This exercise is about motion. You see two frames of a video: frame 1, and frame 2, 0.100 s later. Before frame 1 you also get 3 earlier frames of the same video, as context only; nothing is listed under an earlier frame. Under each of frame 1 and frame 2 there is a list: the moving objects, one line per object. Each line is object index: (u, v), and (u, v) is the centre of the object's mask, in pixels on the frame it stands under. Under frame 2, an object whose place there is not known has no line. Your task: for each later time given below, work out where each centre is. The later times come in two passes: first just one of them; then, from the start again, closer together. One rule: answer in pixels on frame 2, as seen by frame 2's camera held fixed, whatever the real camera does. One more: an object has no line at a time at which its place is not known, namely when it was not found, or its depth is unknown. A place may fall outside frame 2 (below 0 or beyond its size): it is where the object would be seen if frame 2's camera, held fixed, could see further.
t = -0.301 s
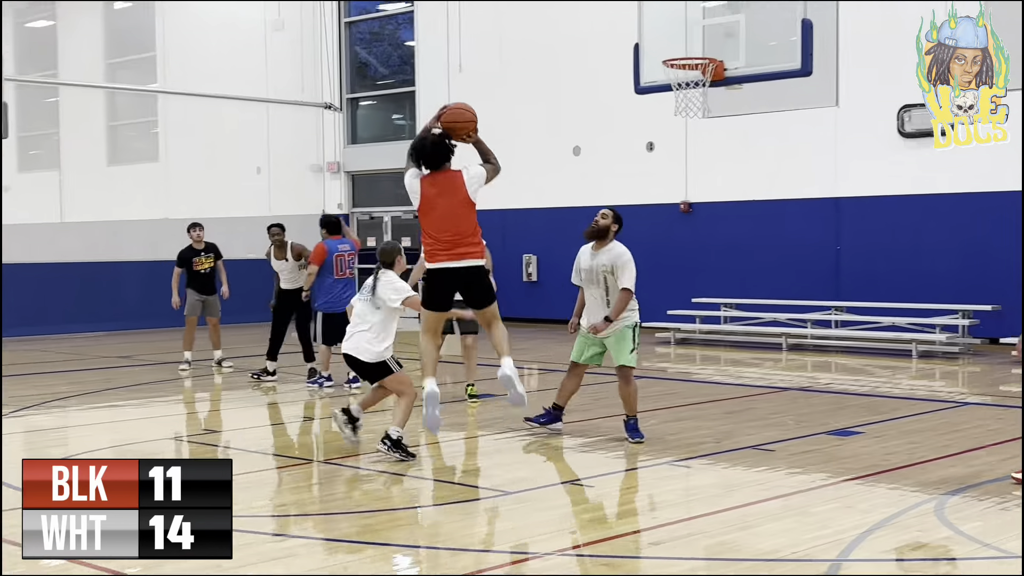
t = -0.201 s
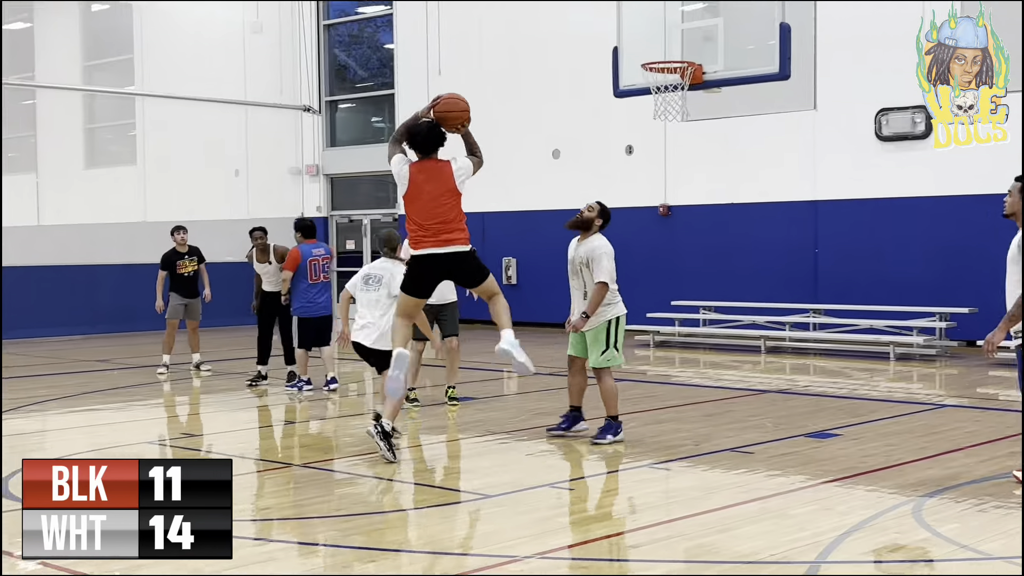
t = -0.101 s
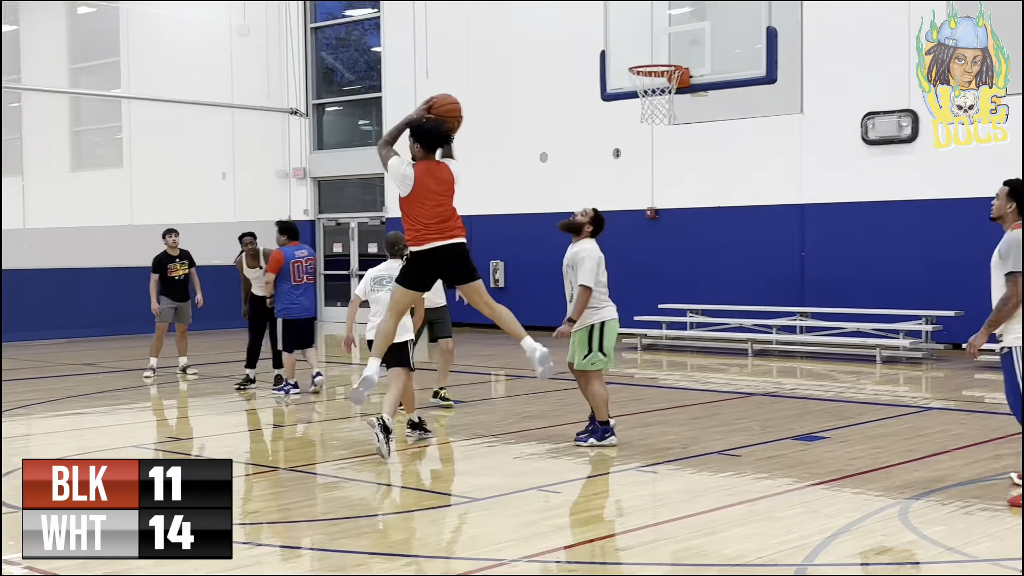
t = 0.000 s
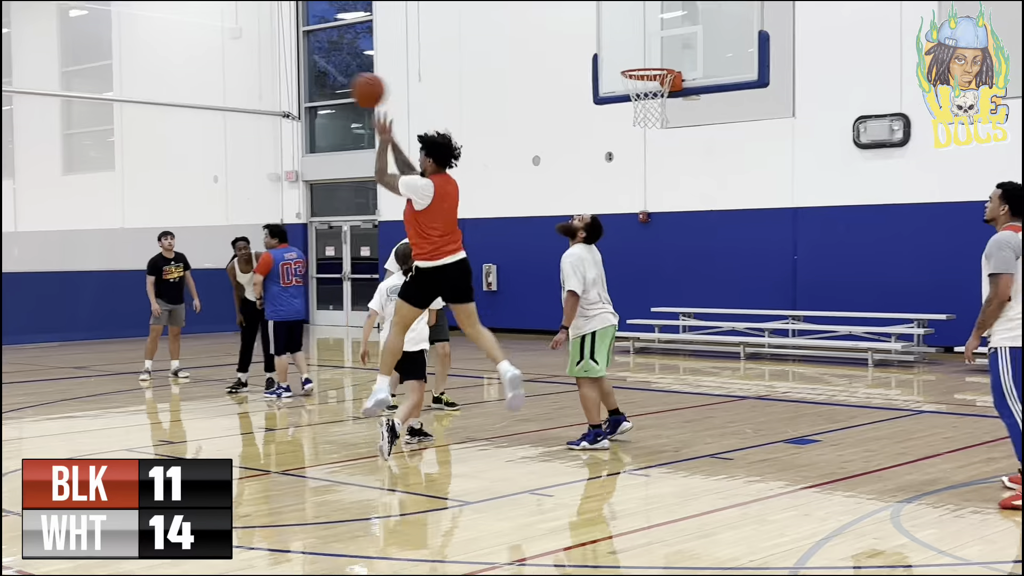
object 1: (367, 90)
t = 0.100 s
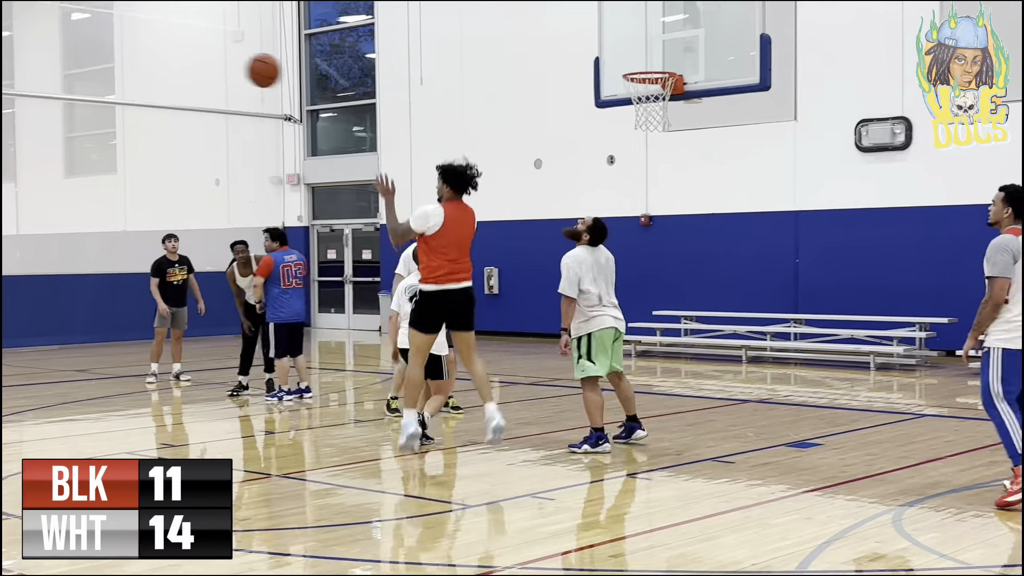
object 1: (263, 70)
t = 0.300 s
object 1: (70, 70)
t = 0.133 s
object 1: (230, 66)
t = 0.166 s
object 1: (196, 64)
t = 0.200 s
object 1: (164, 63)
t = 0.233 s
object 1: (132, 64)
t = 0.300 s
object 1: (70, 70)
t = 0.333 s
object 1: (41, 75)
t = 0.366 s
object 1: (11, 81)
